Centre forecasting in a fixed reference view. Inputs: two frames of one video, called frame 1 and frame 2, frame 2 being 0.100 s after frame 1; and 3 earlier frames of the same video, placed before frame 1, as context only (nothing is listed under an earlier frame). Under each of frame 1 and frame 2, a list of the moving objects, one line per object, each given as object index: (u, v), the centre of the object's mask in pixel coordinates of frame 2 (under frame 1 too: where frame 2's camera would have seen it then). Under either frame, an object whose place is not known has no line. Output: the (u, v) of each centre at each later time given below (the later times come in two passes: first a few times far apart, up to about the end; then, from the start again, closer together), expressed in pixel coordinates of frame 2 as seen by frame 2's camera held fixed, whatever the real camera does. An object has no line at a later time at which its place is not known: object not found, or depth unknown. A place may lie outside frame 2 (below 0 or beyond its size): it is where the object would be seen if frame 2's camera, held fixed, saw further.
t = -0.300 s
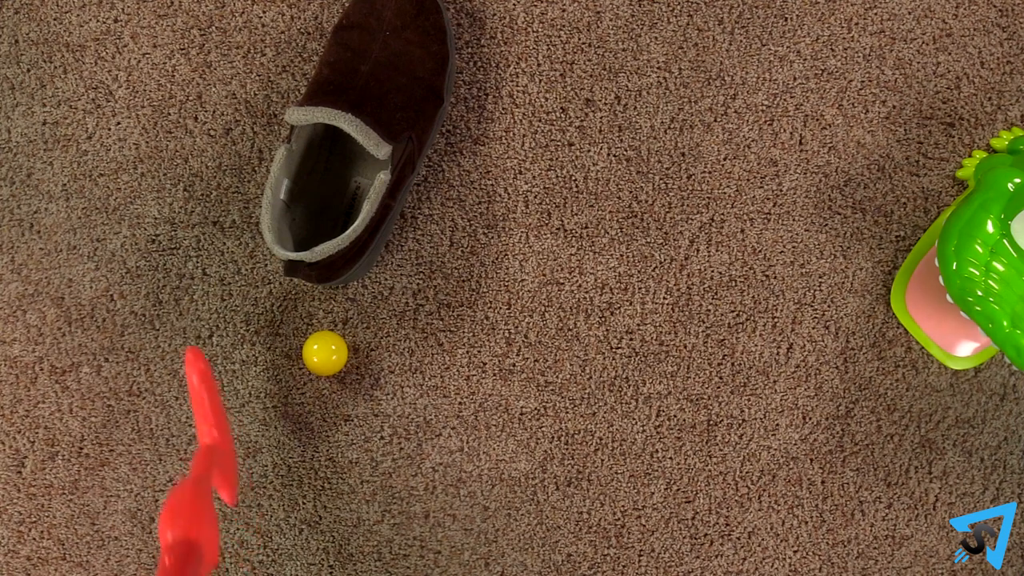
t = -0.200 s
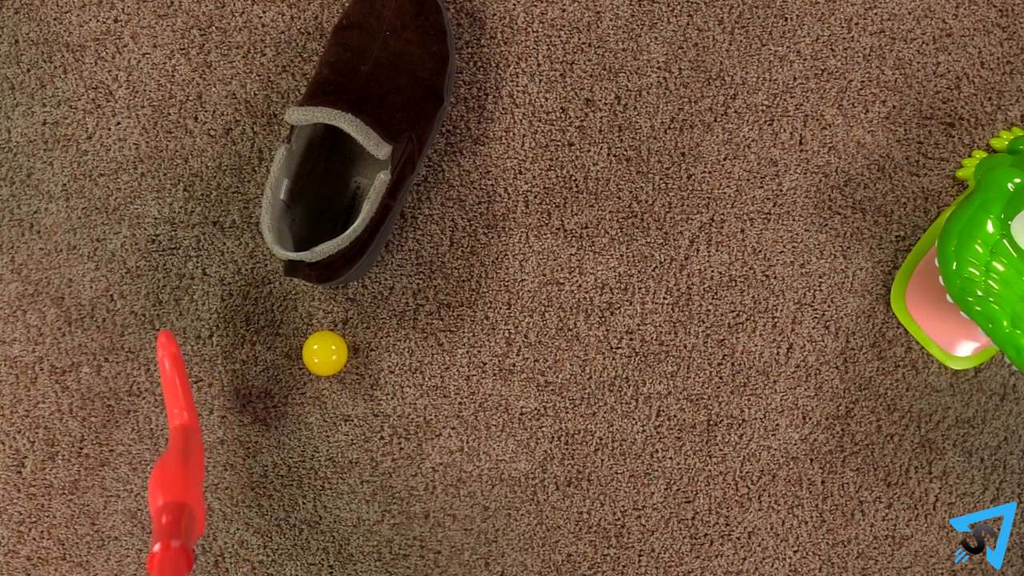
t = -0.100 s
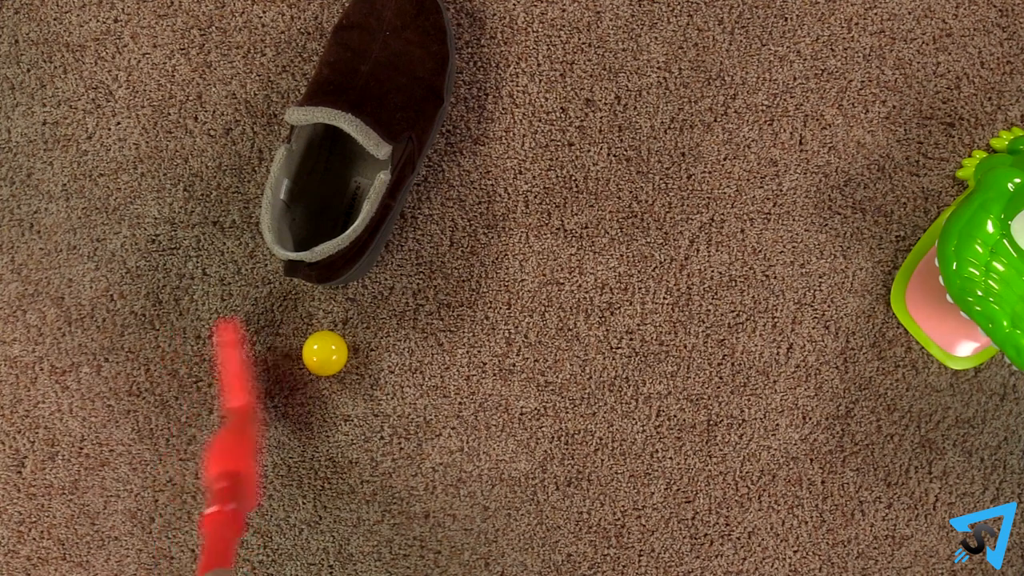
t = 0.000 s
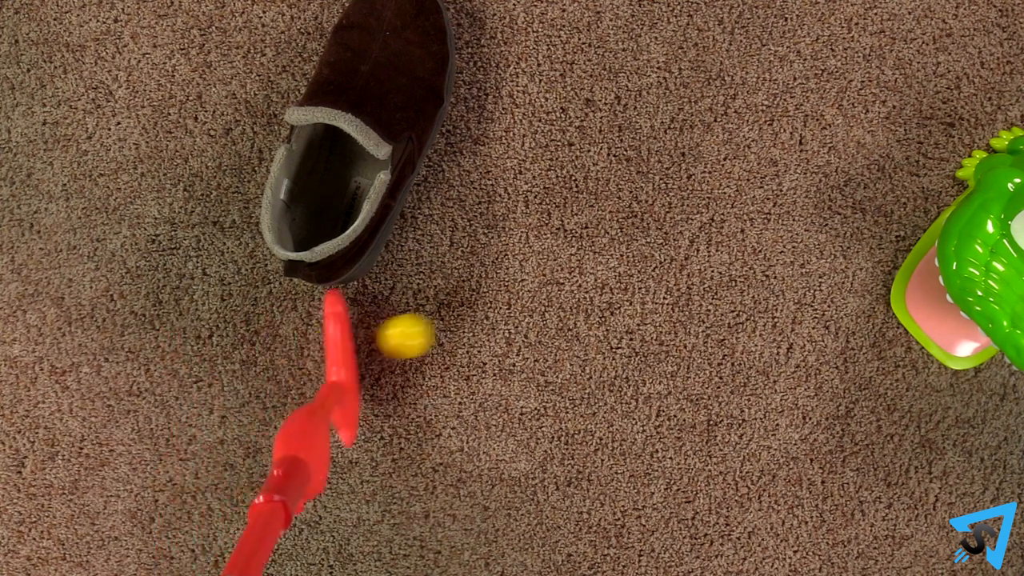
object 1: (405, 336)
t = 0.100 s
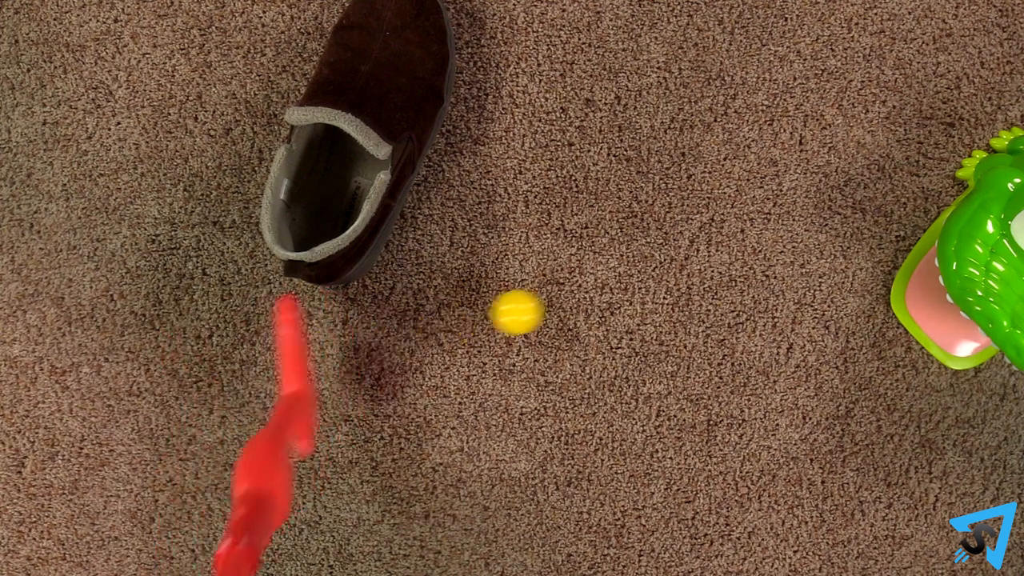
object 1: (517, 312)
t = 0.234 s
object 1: (638, 291)
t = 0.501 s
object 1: (843, 258)
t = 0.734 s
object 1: (932, 219)
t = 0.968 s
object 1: (888, 205)
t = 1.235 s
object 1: (860, 188)
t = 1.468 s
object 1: (855, 192)
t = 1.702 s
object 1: (855, 192)
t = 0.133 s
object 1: (549, 307)
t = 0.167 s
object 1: (580, 302)
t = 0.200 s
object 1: (608, 297)
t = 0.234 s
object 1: (638, 291)
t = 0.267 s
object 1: (666, 287)
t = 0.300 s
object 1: (693, 284)
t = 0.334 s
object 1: (719, 280)
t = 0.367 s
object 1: (745, 275)
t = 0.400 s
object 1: (772, 271)
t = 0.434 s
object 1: (797, 268)
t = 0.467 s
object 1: (820, 264)
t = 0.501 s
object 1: (843, 258)
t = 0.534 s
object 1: (865, 253)
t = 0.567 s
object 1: (887, 249)
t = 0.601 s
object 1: (908, 243)
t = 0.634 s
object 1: (922, 234)
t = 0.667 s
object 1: (932, 222)
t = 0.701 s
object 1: (934, 218)
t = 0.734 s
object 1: (932, 219)
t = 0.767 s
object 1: (928, 219)
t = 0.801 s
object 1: (922, 218)
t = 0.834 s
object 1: (915, 216)
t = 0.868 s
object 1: (908, 214)
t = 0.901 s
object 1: (901, 211)
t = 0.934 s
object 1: (895, 208)
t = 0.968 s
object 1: (888, 205)
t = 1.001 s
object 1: (882, 202)
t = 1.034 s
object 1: (878, 200)
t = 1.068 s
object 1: (874, 198)
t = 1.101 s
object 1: (871, 196)
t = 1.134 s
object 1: (868, 194)
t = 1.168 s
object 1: (865, 191)
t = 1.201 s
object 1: (862, 189)
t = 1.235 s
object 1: (860, 188)
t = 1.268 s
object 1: (859, 188)
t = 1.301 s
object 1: (857, 189)
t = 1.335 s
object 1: (856, 191)
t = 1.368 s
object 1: (855, 192)
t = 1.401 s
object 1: (855, 193)
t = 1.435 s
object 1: (855, 192)
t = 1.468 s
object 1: (855, 192)
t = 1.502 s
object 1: (855, 192)
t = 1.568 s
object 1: (855, 192)
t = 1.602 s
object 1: (855, 192)
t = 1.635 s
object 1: (855, 192)
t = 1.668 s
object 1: (855, 192)
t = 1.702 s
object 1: (855, 192)
